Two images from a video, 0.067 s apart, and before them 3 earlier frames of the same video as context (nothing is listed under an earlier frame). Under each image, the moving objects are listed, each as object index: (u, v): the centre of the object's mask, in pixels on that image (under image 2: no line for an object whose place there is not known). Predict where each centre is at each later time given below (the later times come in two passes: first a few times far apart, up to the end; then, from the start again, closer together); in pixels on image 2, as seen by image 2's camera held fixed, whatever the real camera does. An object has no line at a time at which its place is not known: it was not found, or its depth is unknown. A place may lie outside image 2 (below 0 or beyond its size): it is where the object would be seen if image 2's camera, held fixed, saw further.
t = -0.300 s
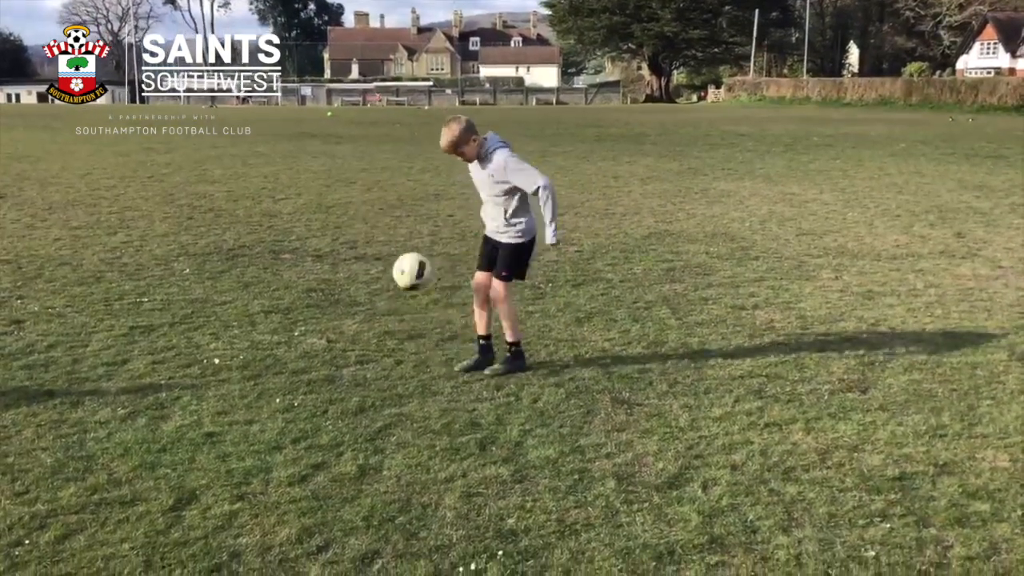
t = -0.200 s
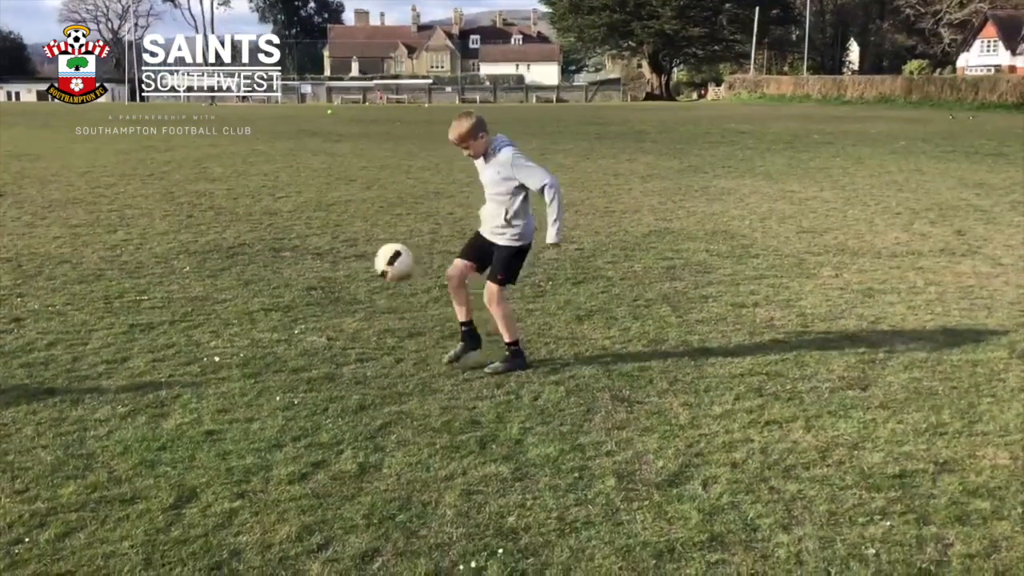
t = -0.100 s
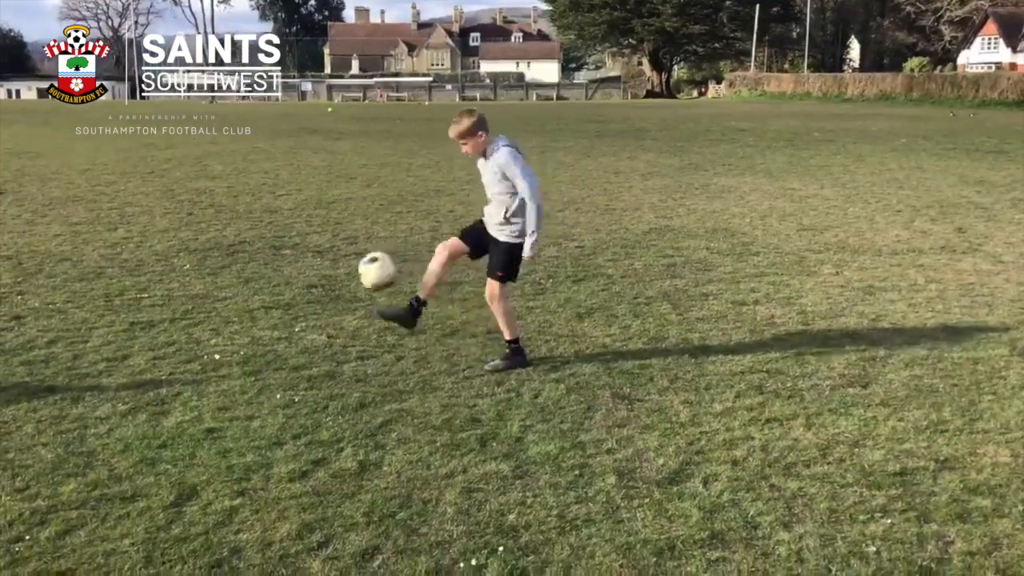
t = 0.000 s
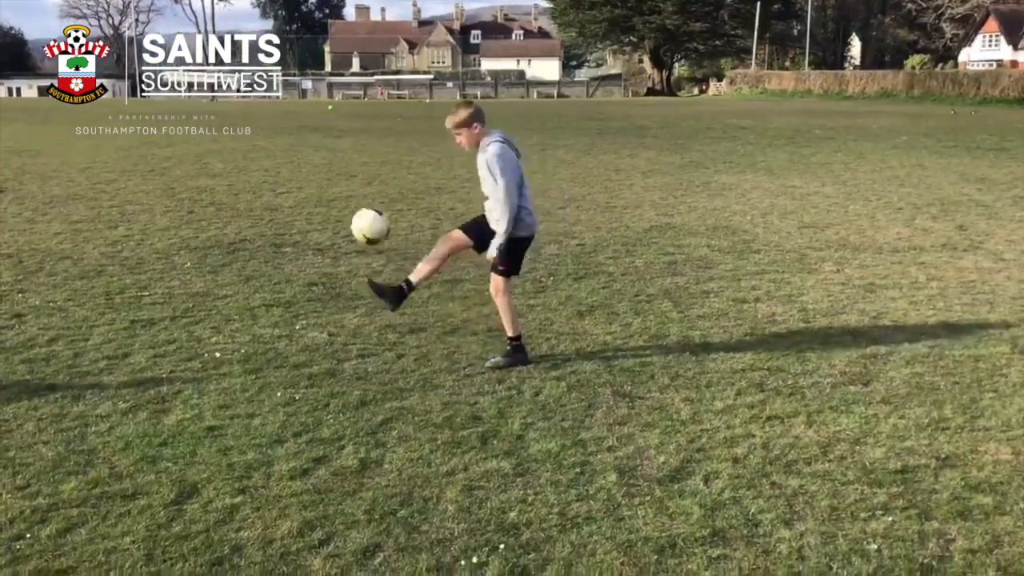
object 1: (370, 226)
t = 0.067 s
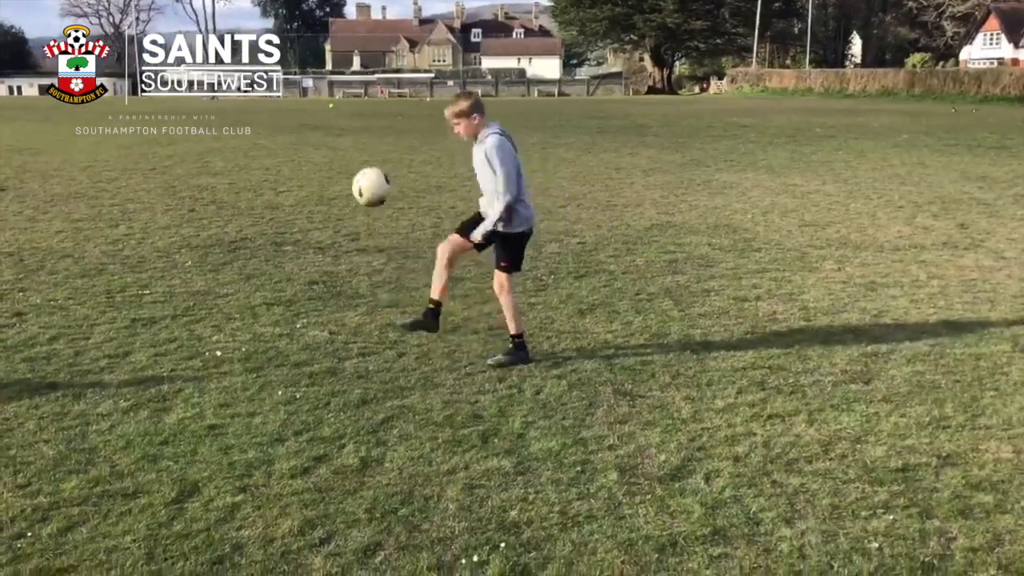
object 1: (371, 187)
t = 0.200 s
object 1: (374, 135)
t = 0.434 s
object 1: (381, 127)
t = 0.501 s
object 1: (384, 144)
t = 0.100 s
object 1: (371, 170)
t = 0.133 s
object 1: (372, 156)
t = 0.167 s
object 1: (373, 145)
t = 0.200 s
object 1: (374, 135)
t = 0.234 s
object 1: (374, 128)
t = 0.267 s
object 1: (375, 122)
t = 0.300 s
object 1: (376, 119)
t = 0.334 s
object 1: (377, 118)
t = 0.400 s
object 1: (379, 122)
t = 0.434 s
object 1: (381, 127)
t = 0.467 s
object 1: (383, 135)
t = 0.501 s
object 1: (384, 144)
